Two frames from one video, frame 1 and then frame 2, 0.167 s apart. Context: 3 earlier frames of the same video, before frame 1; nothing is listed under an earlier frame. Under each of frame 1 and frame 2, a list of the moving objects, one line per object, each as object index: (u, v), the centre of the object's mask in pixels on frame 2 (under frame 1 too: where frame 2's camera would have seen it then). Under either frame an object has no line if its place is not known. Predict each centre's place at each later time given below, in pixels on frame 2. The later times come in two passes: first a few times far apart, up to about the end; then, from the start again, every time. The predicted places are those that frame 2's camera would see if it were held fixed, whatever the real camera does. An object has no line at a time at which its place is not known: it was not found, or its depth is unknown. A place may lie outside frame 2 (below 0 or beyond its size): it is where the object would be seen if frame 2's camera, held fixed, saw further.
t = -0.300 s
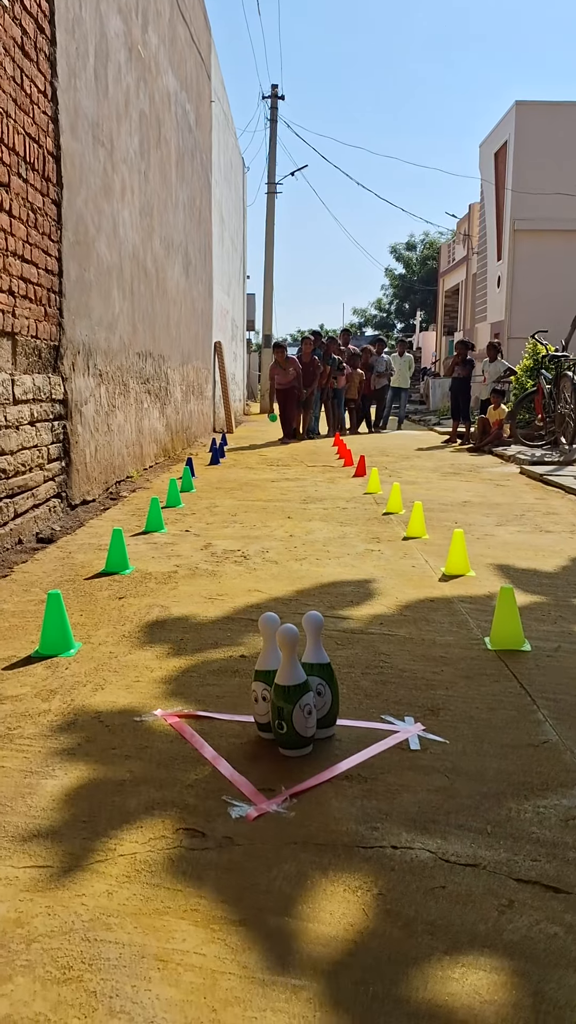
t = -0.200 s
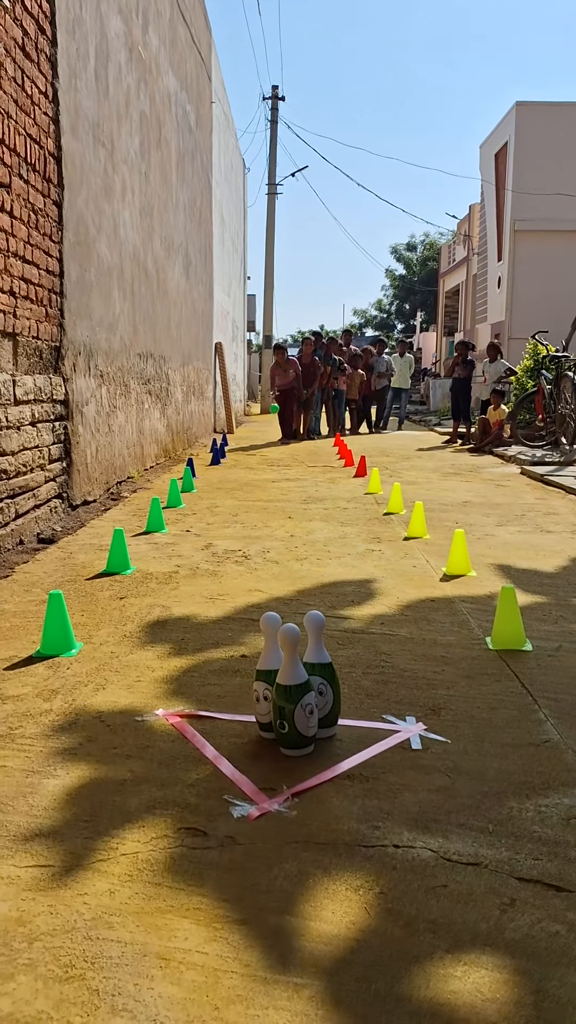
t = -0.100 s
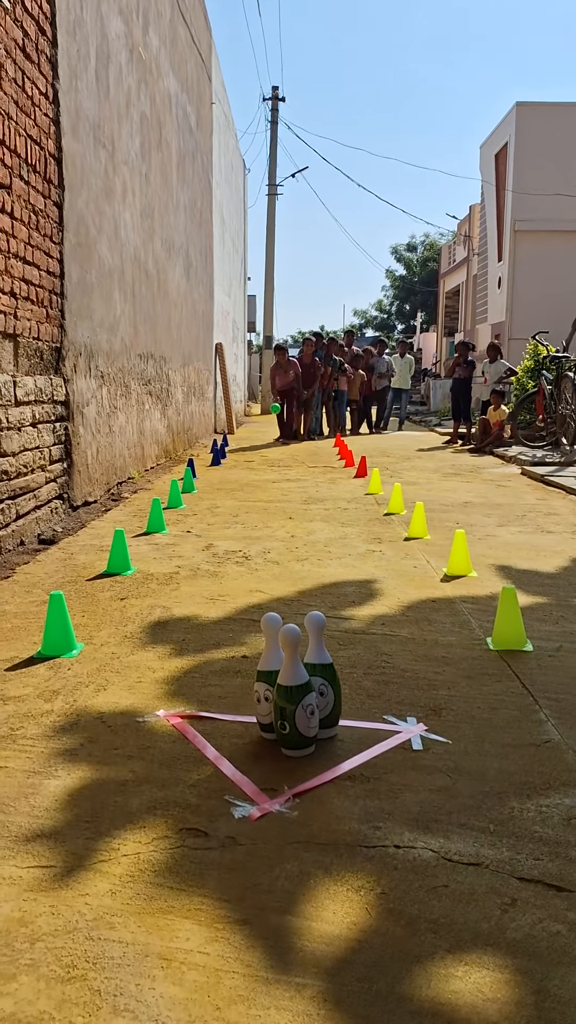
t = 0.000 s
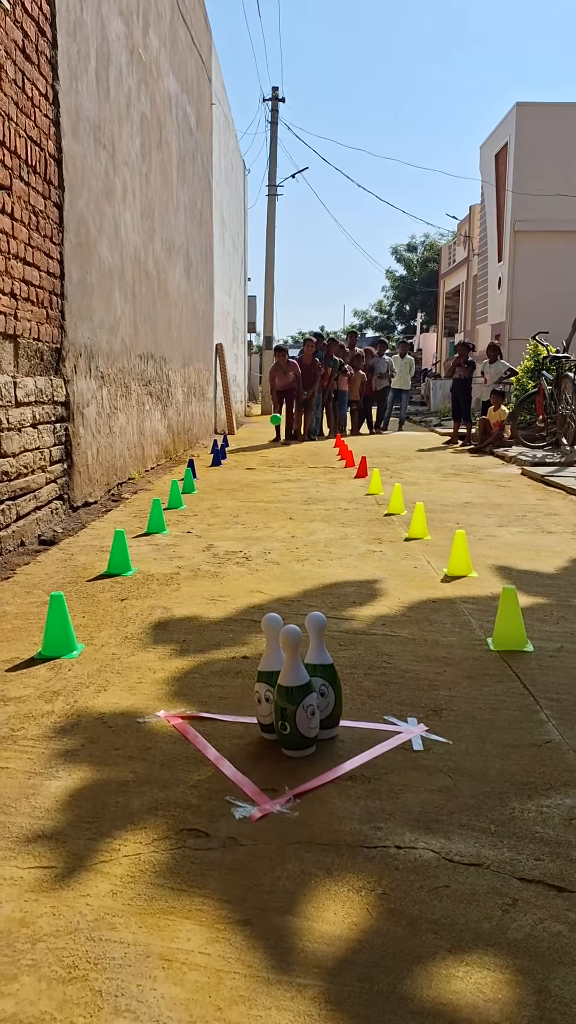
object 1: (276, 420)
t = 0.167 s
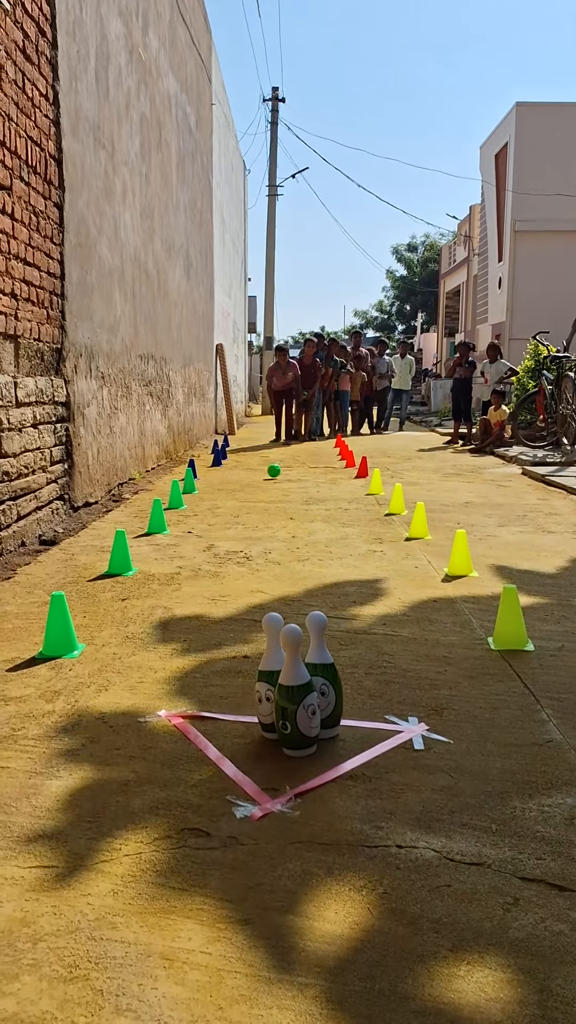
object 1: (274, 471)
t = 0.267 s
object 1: (270, 449)
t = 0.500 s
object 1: (258, 447)
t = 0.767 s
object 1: (238, 505)
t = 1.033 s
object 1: (198, 580)
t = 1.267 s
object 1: (138, 560)
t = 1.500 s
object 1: (9, 852)
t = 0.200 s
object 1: (273, 465)
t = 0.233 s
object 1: (271, 456)
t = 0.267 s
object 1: (270, 449)
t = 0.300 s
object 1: (268, 444)
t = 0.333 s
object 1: (267, 441)
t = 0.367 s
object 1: (265, 438)
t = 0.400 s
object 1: (263, 438)
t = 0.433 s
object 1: (262, 439)
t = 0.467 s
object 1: (259, 441)
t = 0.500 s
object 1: (258, 447)
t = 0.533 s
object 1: (256, 455)
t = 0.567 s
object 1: (254, 465)
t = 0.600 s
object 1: (252, 478)
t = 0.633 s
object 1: (249, 495)
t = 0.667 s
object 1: (247, 515)
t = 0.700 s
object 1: (244, 516)
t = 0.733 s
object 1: (241, 510)
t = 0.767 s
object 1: (238, 505)
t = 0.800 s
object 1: (234, 503)
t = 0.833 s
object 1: (231, 503)
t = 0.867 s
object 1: (226, 506)
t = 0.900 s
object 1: (222, 513)
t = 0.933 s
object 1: (216, 522)
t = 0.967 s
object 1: (211, 537)
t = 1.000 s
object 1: (205, 556)
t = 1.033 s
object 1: (198, 580)
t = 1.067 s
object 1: (191, 592)
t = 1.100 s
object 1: (184, 577)
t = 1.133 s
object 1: (177, 566)
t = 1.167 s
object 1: (168, 558)
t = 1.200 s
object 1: (159, 554)
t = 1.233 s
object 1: (149, 554)
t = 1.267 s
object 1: (138, 560)
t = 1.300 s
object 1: (125, 571)
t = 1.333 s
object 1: (110, 589)
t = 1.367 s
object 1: (93, 618)
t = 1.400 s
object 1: (74, 655)
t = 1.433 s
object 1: (53, 705)
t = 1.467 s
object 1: (28, 772)
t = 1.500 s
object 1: (9, 852)
